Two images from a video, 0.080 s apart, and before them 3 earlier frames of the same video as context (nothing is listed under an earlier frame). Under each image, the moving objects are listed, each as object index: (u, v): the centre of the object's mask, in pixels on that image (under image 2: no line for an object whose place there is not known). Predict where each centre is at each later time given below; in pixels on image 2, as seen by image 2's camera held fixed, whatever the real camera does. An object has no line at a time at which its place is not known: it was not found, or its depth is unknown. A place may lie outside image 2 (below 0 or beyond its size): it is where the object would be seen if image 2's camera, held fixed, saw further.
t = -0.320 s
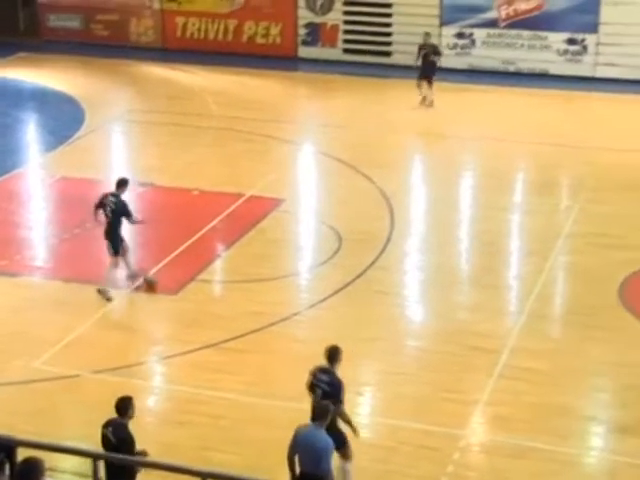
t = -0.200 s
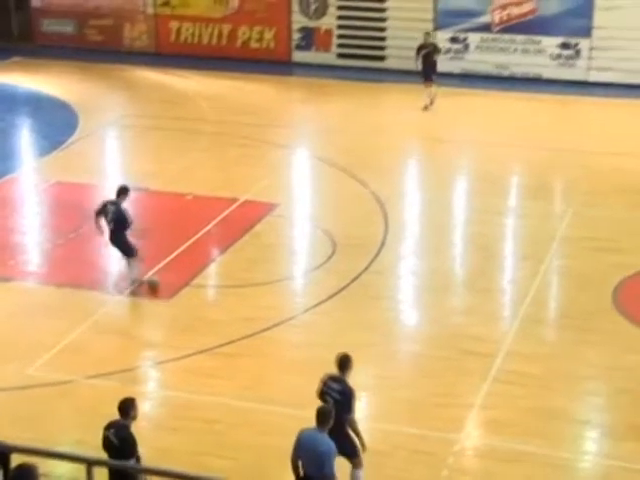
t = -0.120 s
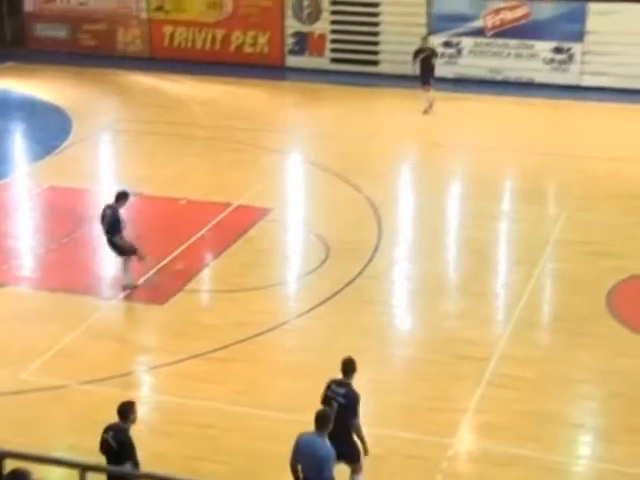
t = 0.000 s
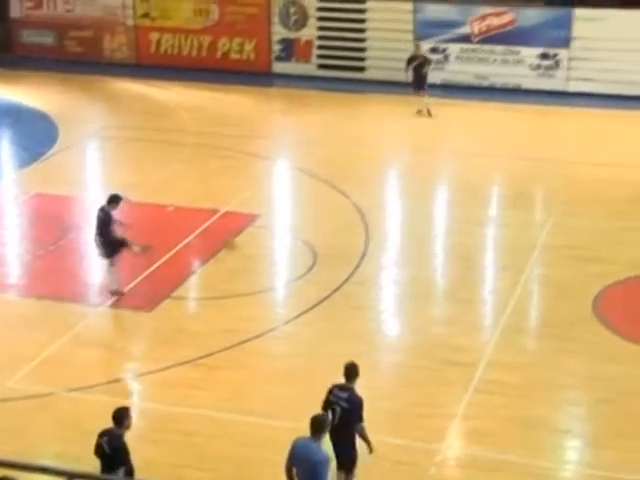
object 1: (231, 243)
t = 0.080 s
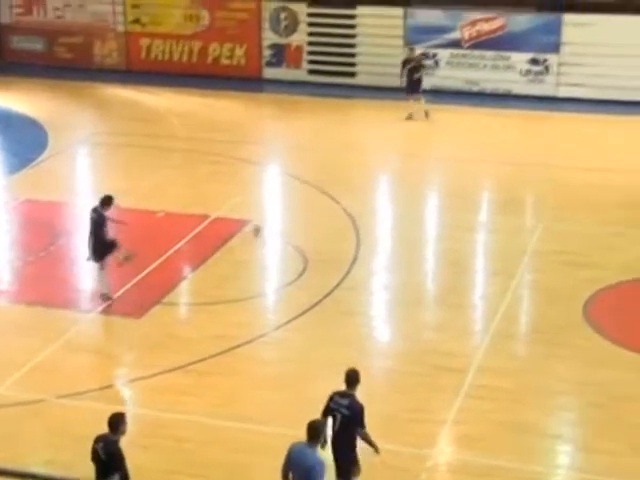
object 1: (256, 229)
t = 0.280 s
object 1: (327, 191)
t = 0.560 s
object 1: (395, 150)
